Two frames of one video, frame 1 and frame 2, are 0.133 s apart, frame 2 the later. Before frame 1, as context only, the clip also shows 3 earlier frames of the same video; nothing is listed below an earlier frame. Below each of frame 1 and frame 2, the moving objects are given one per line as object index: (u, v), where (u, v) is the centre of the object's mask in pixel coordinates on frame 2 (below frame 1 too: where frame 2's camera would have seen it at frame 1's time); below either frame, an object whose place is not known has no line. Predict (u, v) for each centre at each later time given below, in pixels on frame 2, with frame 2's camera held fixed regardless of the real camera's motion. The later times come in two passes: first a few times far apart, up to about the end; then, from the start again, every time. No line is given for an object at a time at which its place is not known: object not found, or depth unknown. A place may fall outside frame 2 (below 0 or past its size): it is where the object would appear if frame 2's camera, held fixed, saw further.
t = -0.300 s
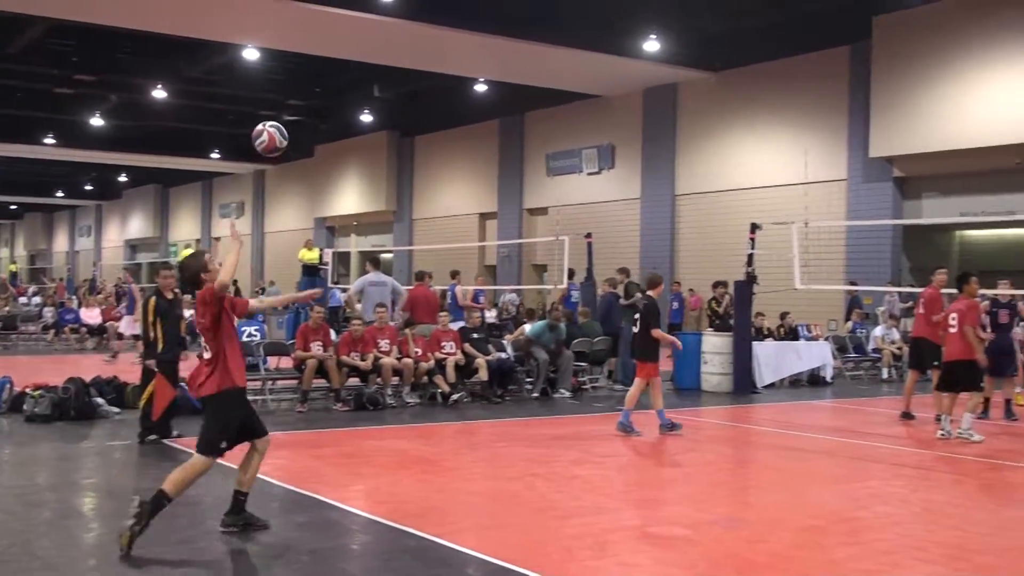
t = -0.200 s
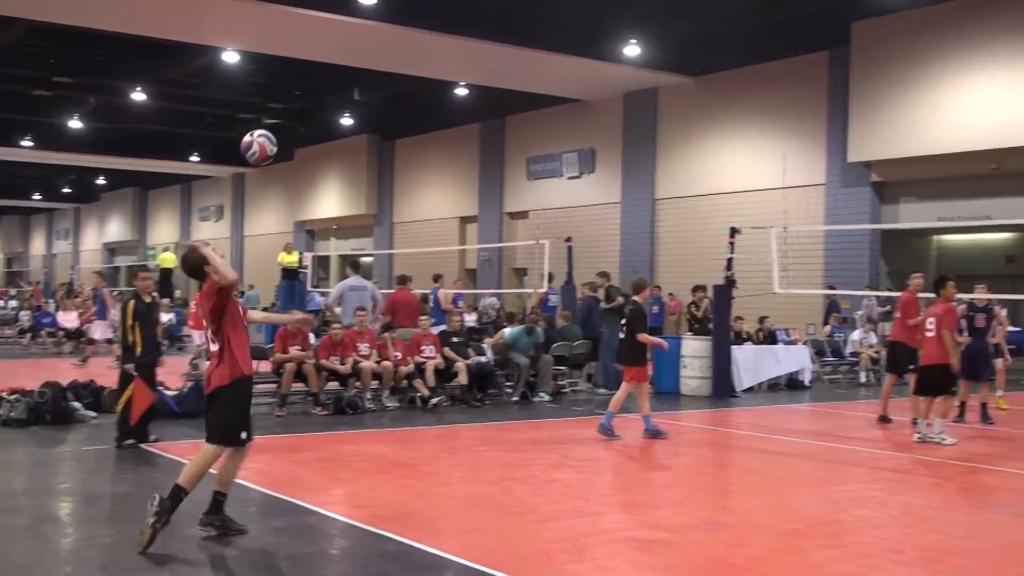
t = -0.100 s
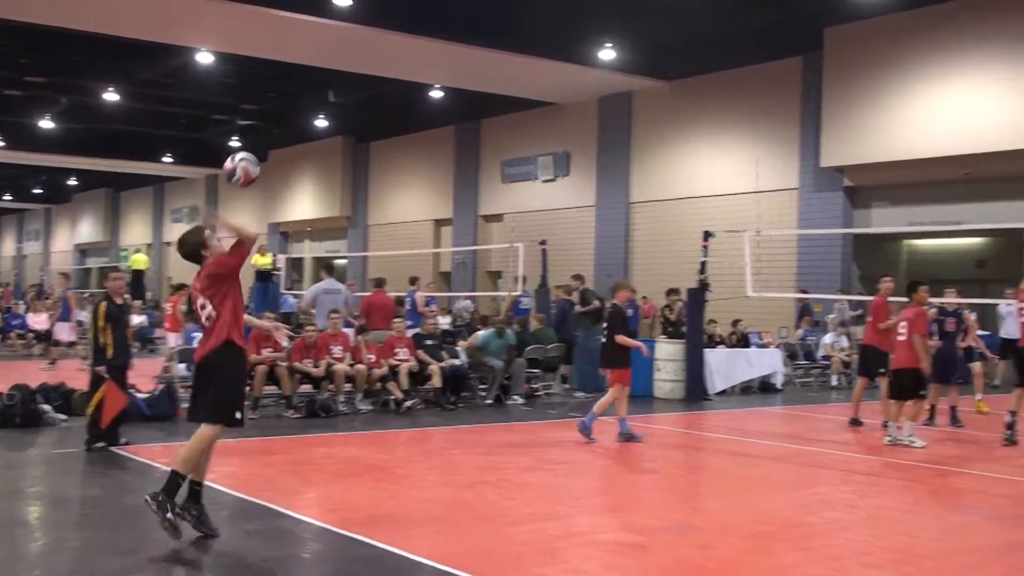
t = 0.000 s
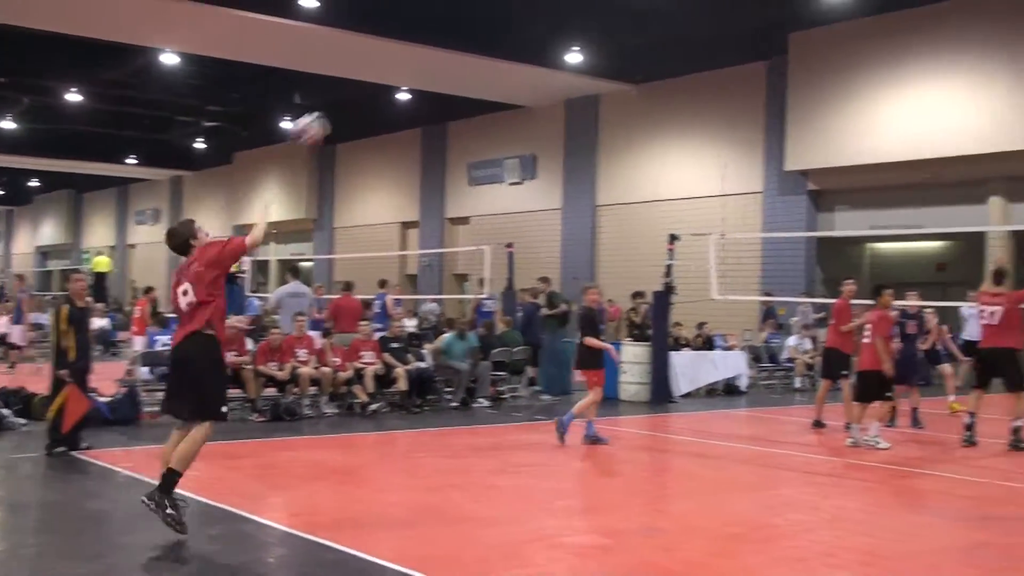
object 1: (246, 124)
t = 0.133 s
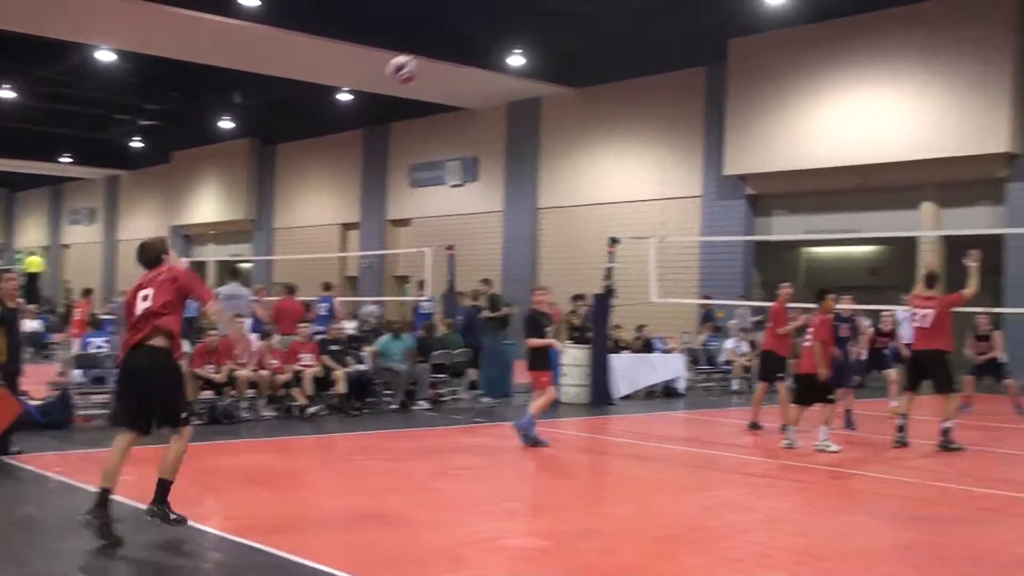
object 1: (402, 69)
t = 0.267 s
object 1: (517, 44)
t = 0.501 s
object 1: (662, 52)
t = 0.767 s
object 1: (775, 118)
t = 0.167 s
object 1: (435, 59)
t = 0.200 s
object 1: (464, 53)
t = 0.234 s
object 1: (491, 47)
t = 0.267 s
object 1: (517, 44)
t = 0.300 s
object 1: (542, 40)
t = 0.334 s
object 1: (564, 40)
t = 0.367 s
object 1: (586, 40)
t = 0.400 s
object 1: (606, 41)
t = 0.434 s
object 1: (626, 44)
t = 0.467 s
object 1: (645, 48)
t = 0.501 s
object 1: (662, 52)
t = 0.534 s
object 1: (679, 58)
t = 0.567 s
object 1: (695, 64)
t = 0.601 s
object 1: (710, 72)
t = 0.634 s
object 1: (725, 79)
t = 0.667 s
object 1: (738, 86)
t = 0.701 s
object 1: (751, 96)
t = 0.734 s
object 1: (763, 107)
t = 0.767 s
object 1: (775, 118)
